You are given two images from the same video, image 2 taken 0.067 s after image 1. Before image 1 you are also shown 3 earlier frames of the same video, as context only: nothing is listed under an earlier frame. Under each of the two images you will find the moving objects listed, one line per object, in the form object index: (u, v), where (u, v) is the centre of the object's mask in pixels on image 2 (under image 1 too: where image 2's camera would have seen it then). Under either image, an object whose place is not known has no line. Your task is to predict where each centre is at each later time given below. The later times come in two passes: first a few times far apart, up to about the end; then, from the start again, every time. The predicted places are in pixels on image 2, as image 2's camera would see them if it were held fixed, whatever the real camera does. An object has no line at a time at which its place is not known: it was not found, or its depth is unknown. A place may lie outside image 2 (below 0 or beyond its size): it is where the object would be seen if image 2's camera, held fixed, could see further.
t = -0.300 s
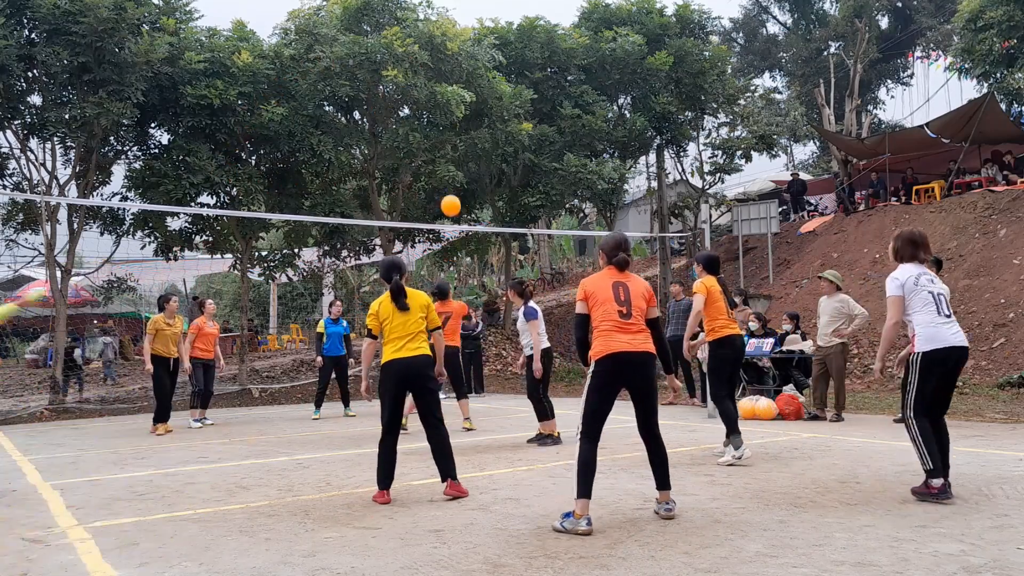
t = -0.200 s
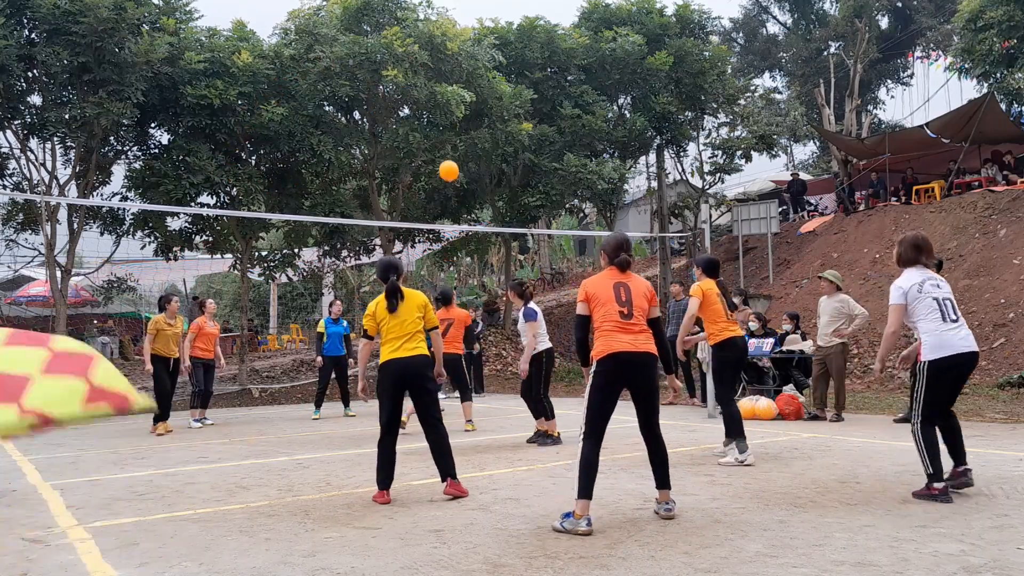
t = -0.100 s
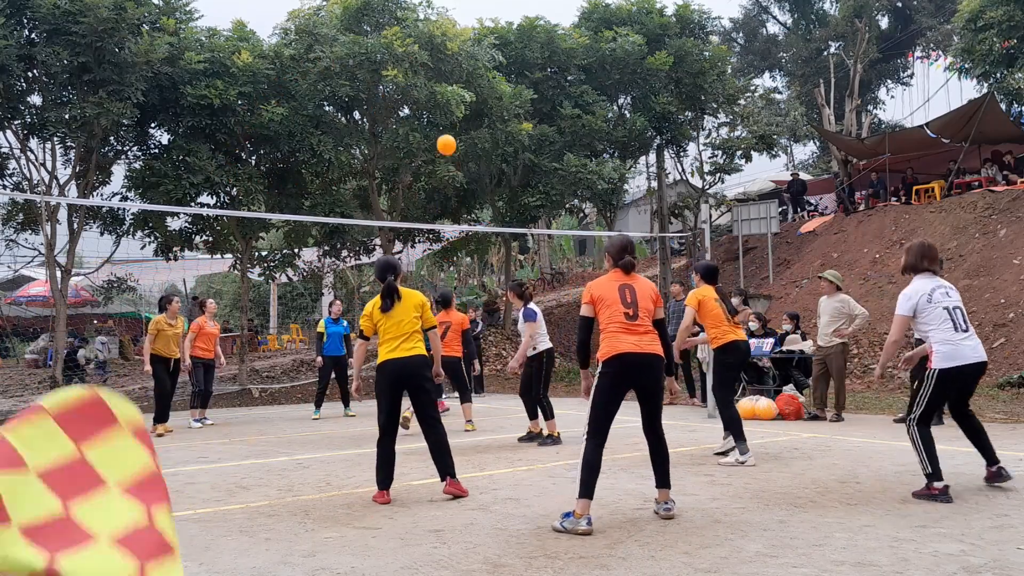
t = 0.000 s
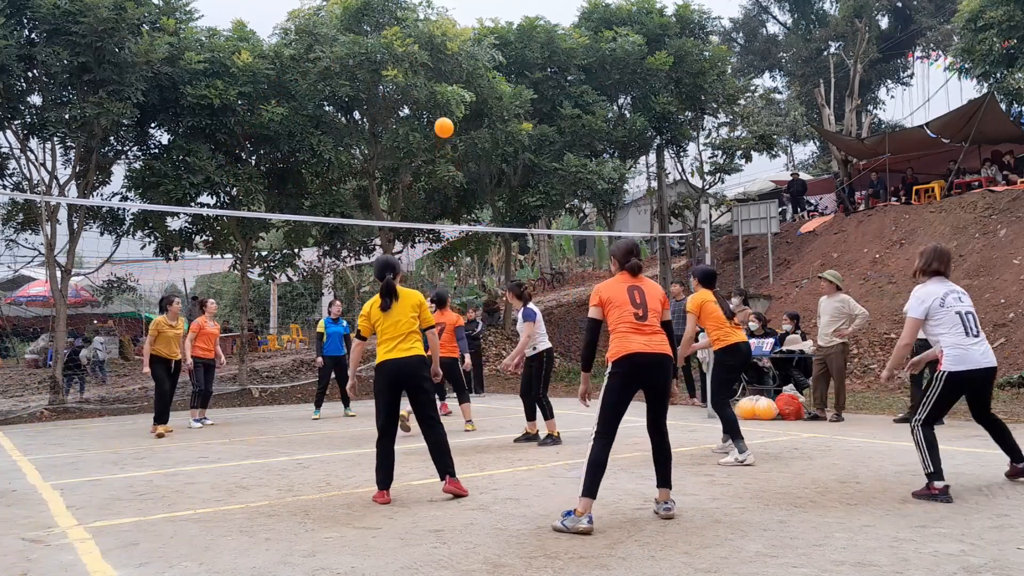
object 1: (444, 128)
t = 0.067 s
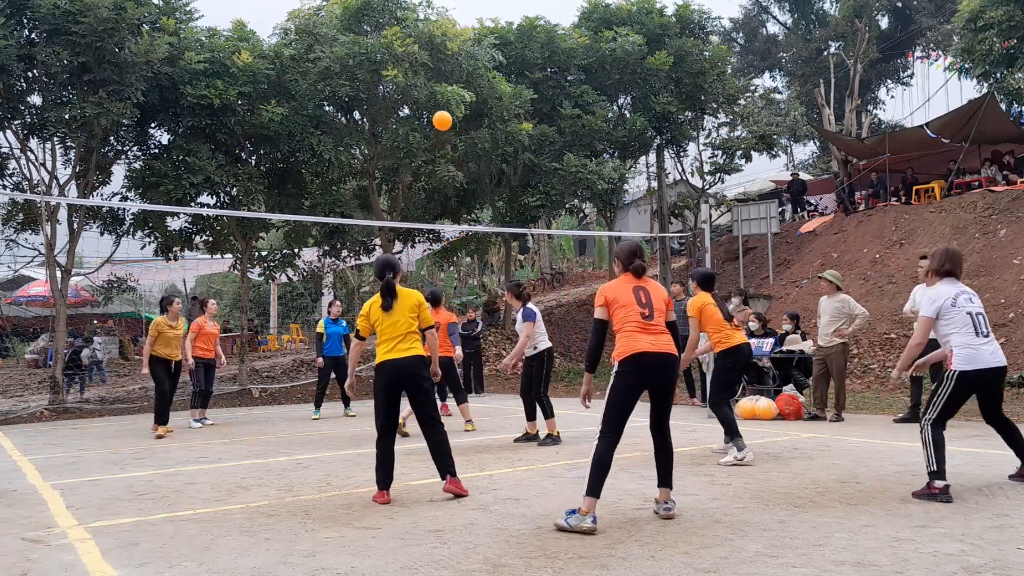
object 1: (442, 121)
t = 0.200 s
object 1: (440, 118)
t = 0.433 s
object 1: (435, 147)
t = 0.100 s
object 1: (441, 119)
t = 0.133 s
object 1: (441, 118)
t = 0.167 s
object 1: (440, 117)
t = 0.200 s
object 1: (440, 118)
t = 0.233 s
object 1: (439, 119)
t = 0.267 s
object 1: (438, 122)
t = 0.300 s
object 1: (437, 125)
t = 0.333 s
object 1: (437, 129)
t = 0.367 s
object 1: (436, 134)
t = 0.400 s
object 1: (436, 140)
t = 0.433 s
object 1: (435, 147)
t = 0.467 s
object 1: (435, 155)
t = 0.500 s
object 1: (434, 163)
